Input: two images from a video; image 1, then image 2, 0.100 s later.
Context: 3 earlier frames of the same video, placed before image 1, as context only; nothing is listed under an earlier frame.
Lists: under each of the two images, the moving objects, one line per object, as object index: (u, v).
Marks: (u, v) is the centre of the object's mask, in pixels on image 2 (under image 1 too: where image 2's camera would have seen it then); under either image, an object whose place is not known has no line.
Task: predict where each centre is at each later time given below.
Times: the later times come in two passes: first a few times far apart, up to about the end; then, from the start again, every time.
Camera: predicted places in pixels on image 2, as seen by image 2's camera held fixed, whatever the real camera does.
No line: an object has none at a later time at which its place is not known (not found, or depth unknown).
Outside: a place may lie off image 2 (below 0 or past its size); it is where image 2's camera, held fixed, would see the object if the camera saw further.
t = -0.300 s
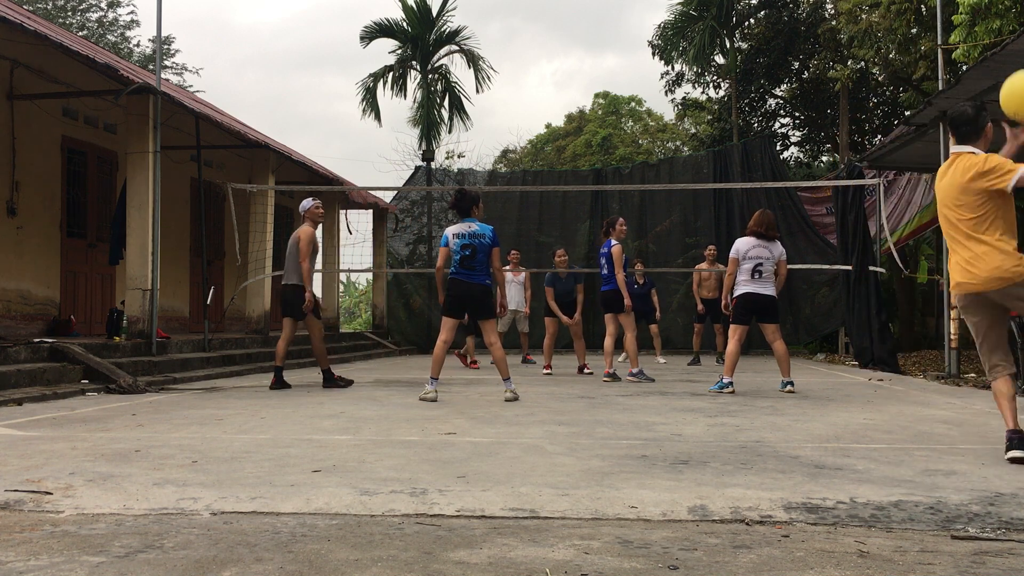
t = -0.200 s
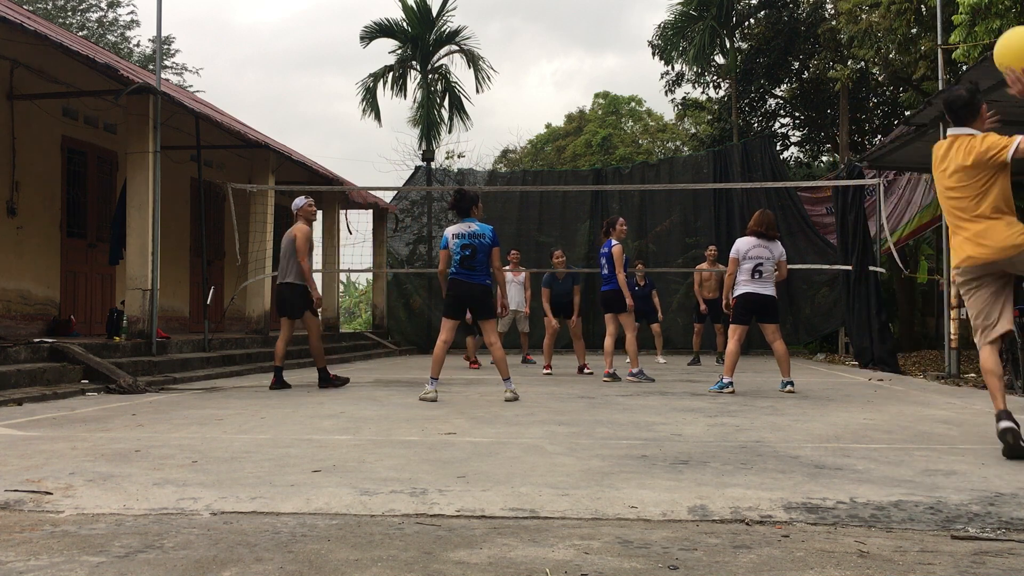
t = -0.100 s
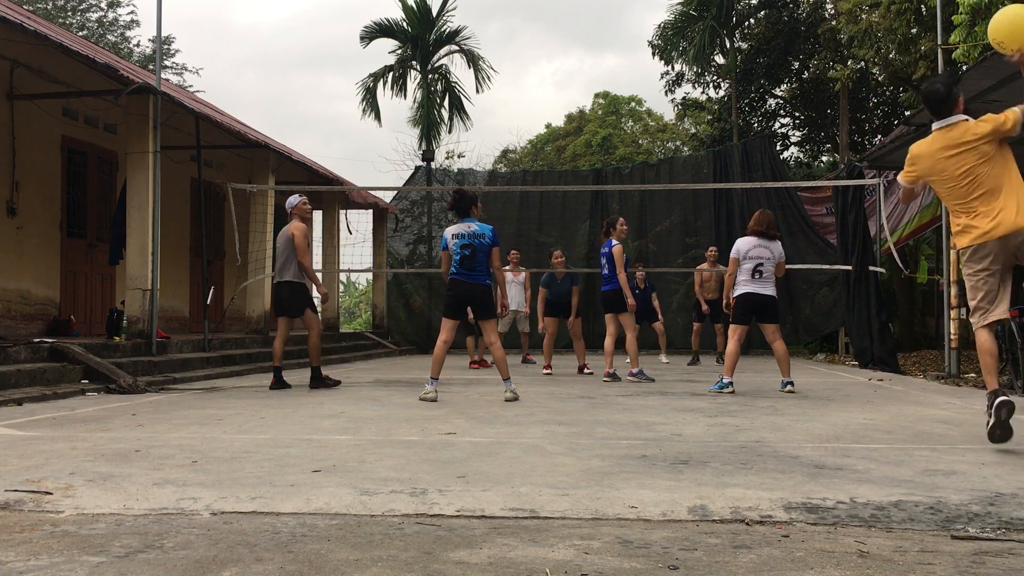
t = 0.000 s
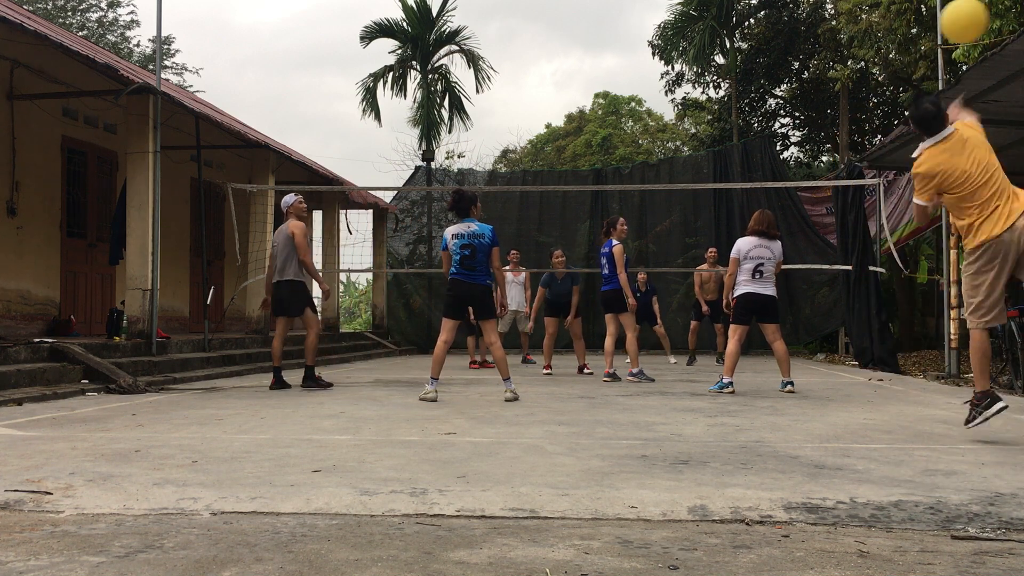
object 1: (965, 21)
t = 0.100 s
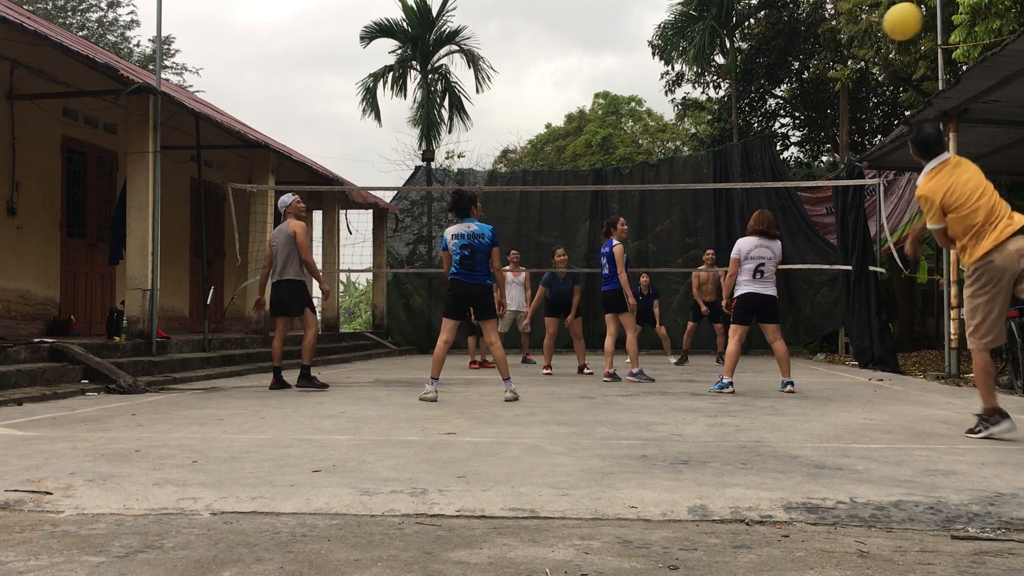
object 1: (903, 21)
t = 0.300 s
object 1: (844, 56)
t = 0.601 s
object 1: (796, 145)
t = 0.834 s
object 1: (780, 229)
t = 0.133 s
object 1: (888, 24)
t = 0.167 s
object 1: (876, 28)
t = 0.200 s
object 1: (866, 33)
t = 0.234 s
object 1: (863, 39)
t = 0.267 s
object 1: (856, 47)
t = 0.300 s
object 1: (844, 56)
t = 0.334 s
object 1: (837, 64)
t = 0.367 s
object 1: (831, 72)
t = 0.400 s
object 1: (825, 82)
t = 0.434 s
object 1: (820, 91)
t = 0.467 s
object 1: (814, 102)
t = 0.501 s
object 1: (809, 112)
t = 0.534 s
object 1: (805, 122)
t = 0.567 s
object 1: (800, 134)
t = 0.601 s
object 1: (796, 145)
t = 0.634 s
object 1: (793, 157)
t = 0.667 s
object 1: (790, 168)
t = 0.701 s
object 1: (786, 179)
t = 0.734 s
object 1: (784, 194)
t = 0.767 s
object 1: (782, 205)
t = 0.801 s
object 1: (780, 217)
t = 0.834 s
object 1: (780, 229)
